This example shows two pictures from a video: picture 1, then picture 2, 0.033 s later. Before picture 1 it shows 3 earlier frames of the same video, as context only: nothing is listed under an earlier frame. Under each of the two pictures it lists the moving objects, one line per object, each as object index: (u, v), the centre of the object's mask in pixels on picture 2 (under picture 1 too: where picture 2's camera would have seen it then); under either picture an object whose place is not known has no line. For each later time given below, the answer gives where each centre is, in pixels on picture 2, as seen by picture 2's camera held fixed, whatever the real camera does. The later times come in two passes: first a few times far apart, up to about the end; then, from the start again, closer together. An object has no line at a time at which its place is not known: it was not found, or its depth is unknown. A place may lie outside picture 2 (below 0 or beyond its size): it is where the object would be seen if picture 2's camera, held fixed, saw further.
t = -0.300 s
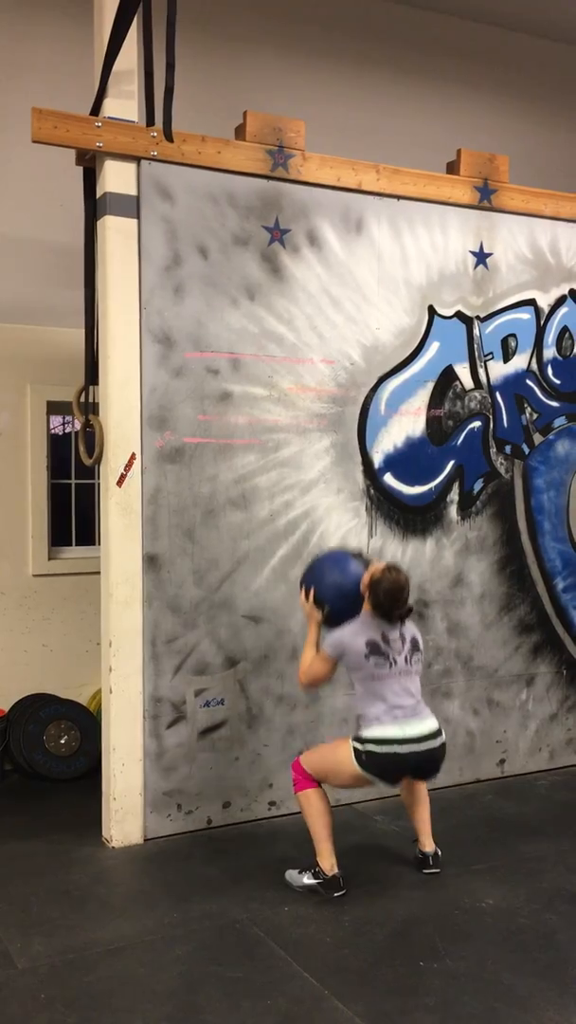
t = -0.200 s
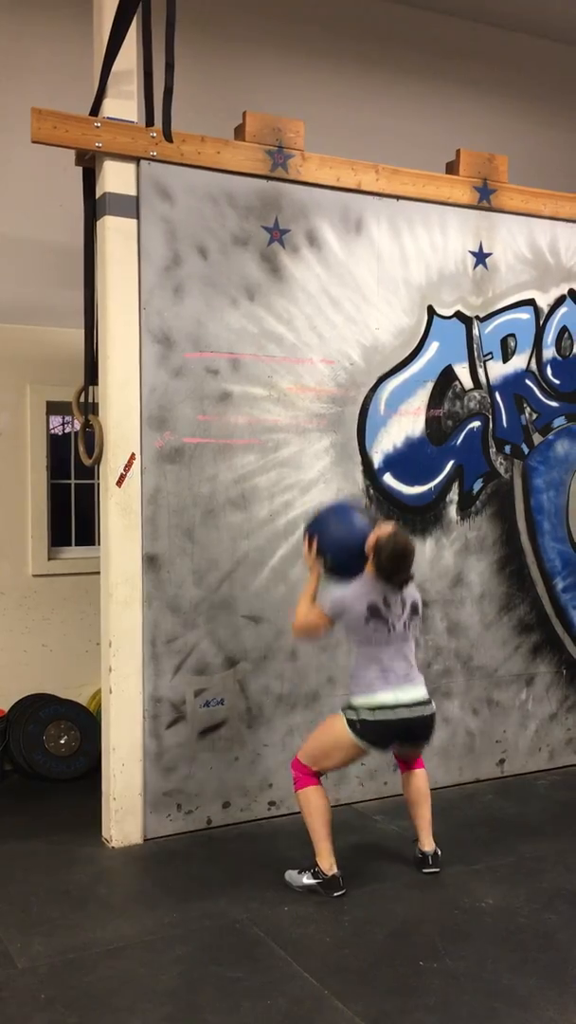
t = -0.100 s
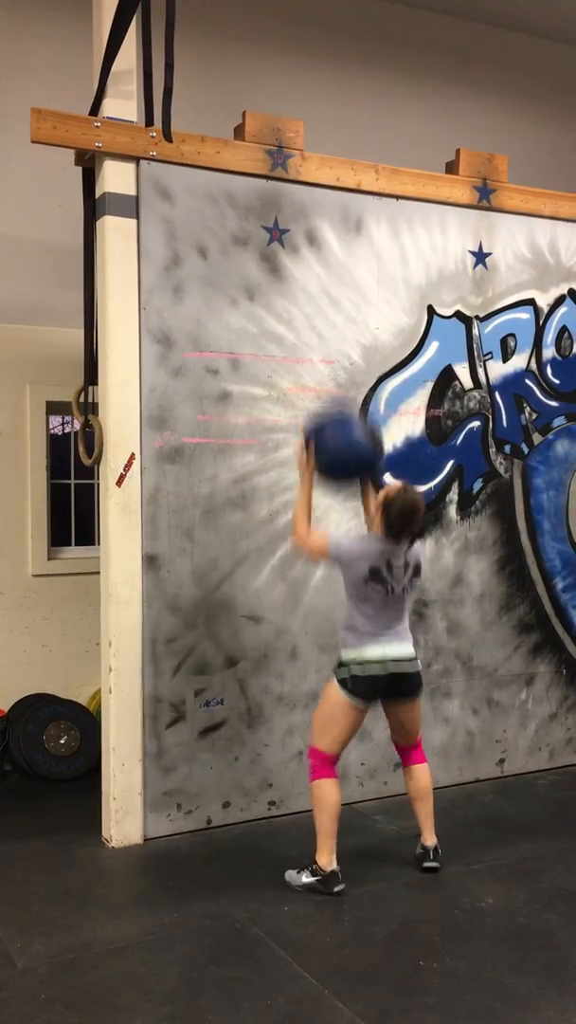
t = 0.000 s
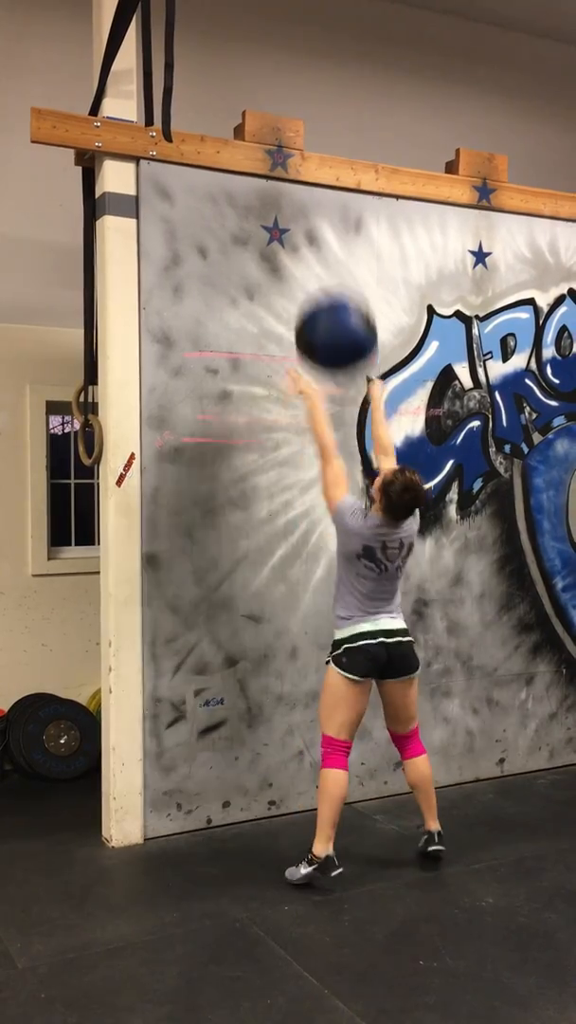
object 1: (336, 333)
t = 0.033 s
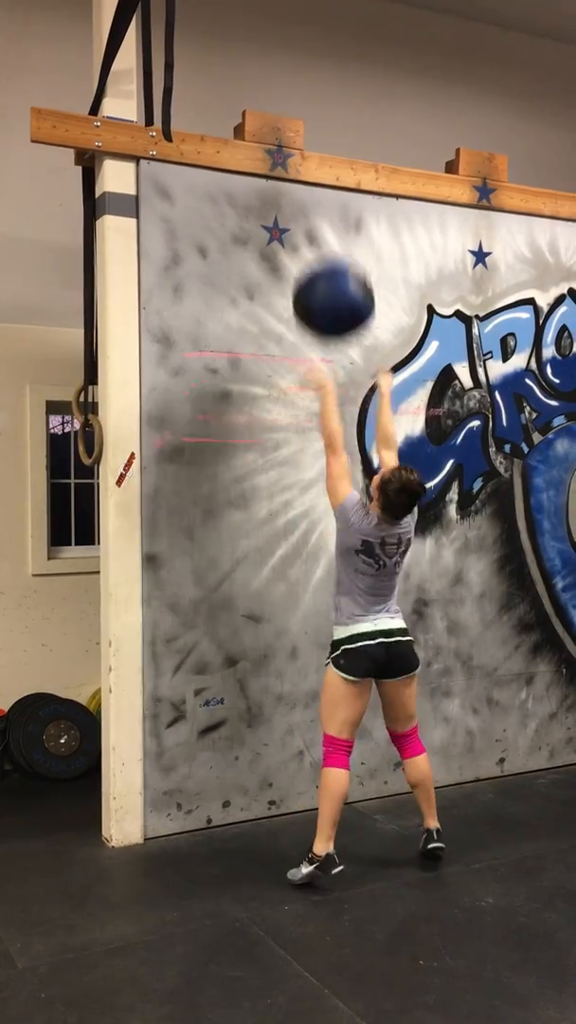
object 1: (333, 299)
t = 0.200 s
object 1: (322, 174)
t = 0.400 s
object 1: (308, 112)
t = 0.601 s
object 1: (304, 131)
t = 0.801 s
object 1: (314, 222)
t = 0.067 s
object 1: (331, 269)
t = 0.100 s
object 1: (329, 239)
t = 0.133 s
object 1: (326, 217)
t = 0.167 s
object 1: (324, 193)
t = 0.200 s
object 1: (322, 174)
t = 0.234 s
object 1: (319, 156)
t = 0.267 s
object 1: (317, 142)
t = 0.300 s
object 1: (315, 130)
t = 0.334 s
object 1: (313, 122)
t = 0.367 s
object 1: (311, 115)
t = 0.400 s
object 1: (308, 112)
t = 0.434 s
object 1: (306, 110)
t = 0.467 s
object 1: (304, 111)
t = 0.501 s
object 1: (302, 115)
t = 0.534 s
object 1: (300, 121)
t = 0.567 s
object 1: (302, 125)
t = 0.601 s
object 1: (304, 131)
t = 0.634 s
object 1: (305, 140)
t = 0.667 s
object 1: (307, 150)
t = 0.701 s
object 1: (309, 164)
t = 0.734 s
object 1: (310, 181)
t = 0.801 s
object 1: (314, 222)
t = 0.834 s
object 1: (317, 244)
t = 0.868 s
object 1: (319, 271)
